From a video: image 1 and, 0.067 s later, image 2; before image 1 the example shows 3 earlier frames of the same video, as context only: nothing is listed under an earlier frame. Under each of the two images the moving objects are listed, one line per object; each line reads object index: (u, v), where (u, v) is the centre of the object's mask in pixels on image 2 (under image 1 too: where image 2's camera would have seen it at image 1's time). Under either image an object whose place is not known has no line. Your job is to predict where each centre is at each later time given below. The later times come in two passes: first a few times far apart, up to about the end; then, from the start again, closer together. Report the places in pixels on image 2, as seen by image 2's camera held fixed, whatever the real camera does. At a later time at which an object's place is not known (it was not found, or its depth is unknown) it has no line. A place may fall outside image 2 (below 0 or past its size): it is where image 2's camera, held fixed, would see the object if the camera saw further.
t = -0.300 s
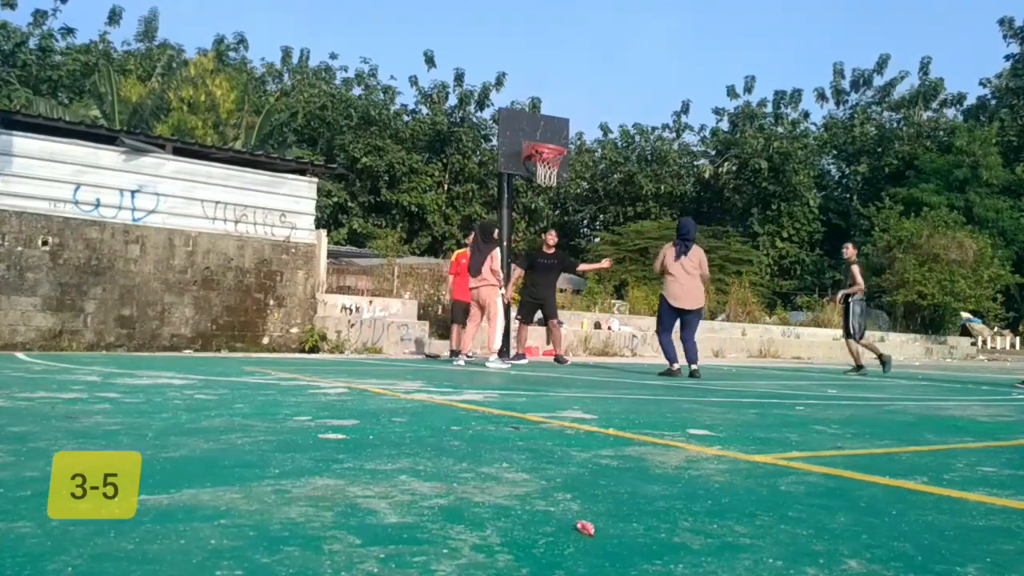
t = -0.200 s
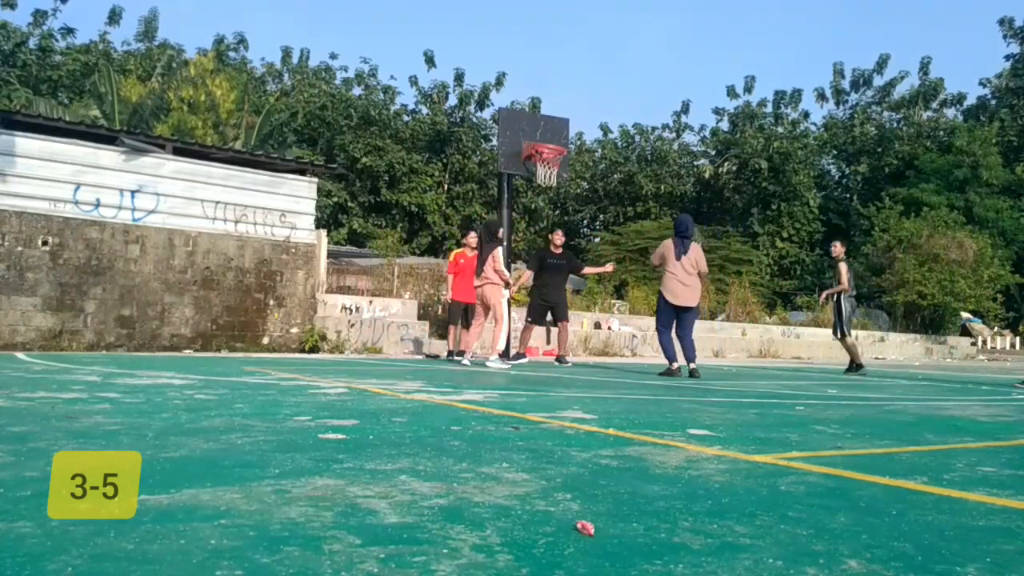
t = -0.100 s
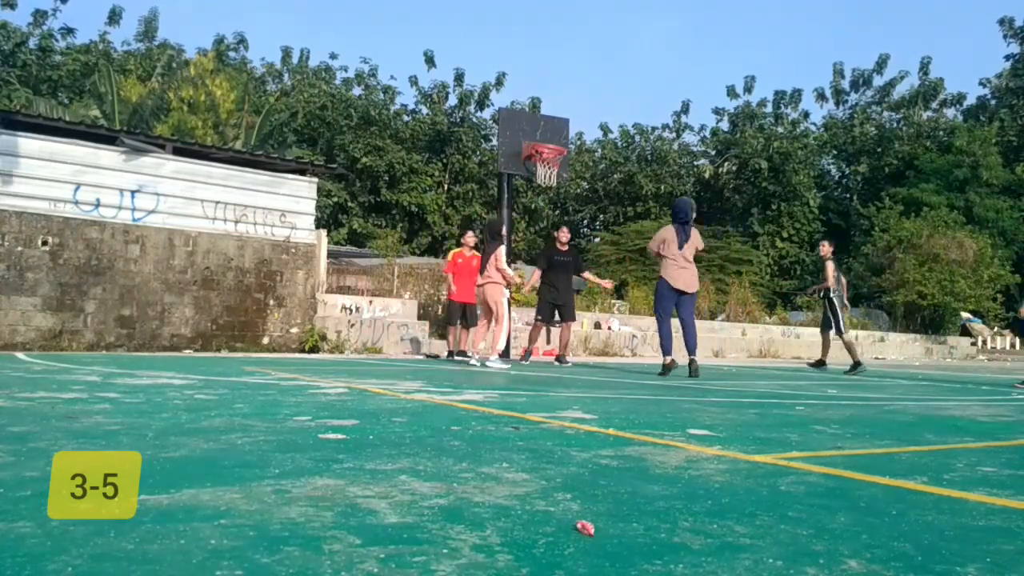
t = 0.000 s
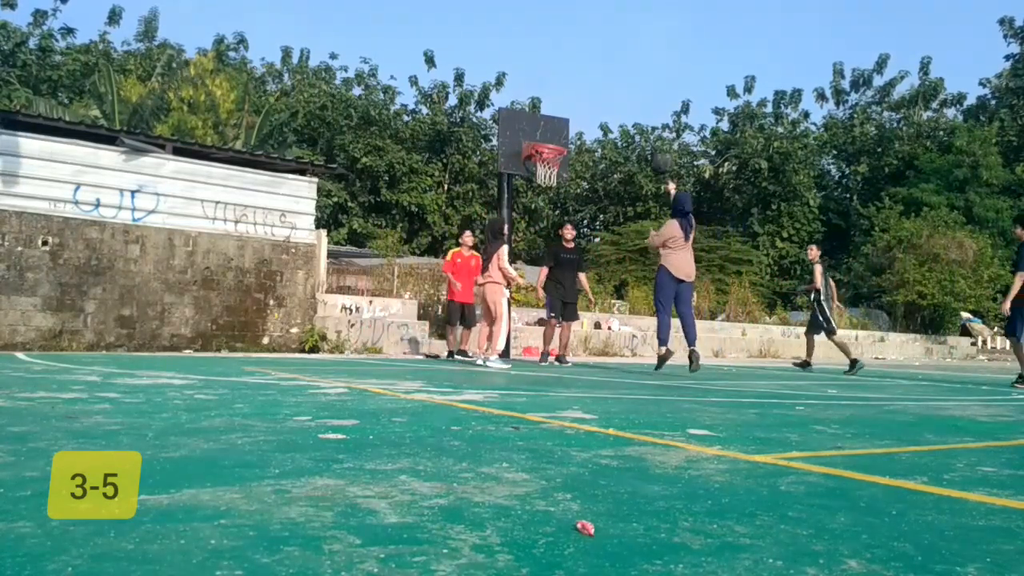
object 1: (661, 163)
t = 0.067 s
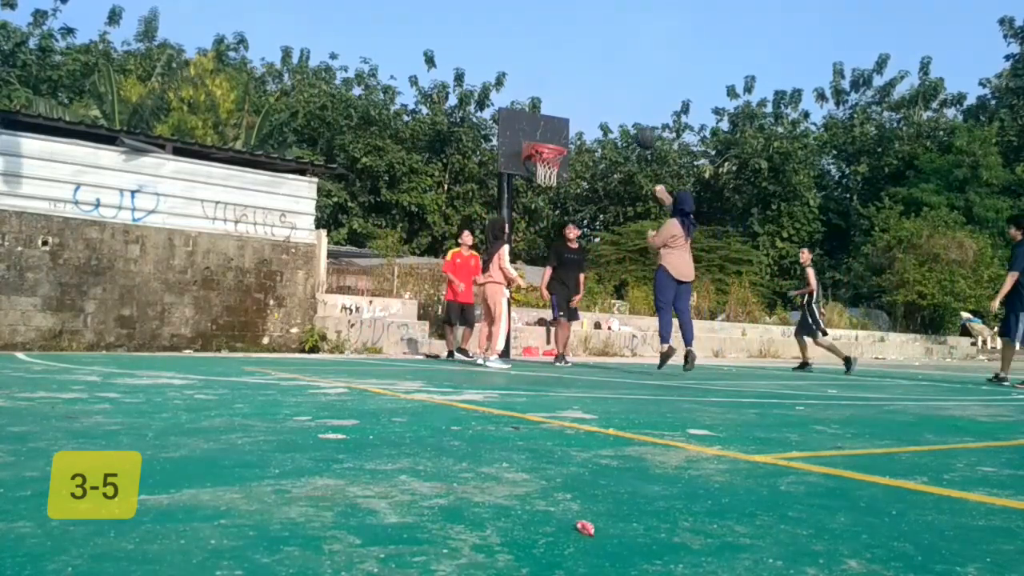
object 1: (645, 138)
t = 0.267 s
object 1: (601, 92)
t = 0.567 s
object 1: (543, 92)
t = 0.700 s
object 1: (519, 114)
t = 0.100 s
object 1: (638, 127)
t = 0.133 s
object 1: (631, 117)
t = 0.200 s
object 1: (615, 102)
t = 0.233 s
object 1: (608, 97)
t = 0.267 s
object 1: (601, 92)
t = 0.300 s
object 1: (594, 88)
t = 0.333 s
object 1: (587, 85)
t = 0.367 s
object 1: (581, 84)
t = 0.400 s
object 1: (574, 83)
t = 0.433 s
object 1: (567, 83)
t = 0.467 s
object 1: (561, 84)
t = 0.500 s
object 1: (555, 86)
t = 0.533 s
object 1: (549, 89)
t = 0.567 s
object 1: (543, 92)
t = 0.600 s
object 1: (536, 97)
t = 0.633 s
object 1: (531, 102)
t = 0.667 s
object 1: (525, 107)
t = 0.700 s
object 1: (519, 114)
